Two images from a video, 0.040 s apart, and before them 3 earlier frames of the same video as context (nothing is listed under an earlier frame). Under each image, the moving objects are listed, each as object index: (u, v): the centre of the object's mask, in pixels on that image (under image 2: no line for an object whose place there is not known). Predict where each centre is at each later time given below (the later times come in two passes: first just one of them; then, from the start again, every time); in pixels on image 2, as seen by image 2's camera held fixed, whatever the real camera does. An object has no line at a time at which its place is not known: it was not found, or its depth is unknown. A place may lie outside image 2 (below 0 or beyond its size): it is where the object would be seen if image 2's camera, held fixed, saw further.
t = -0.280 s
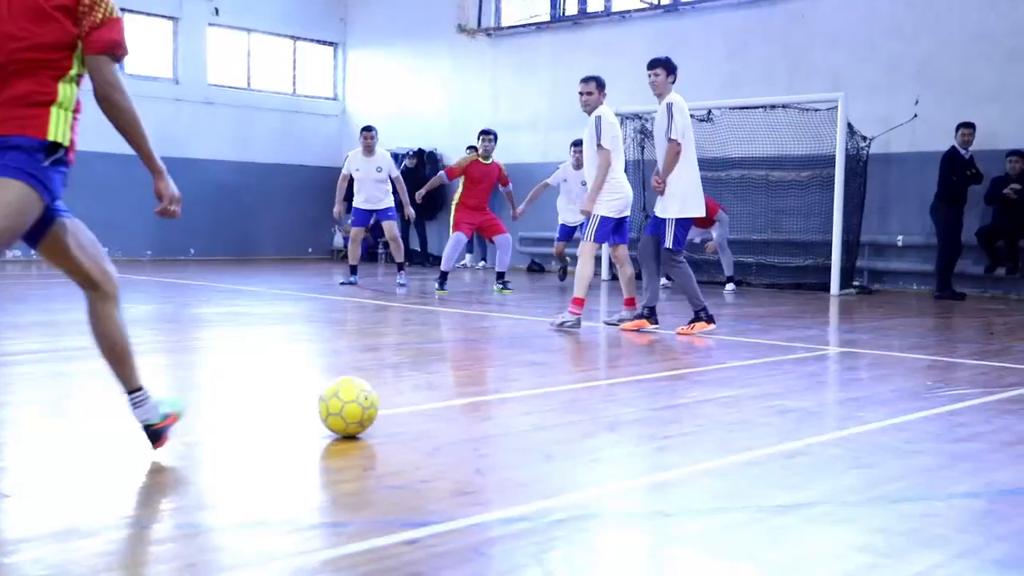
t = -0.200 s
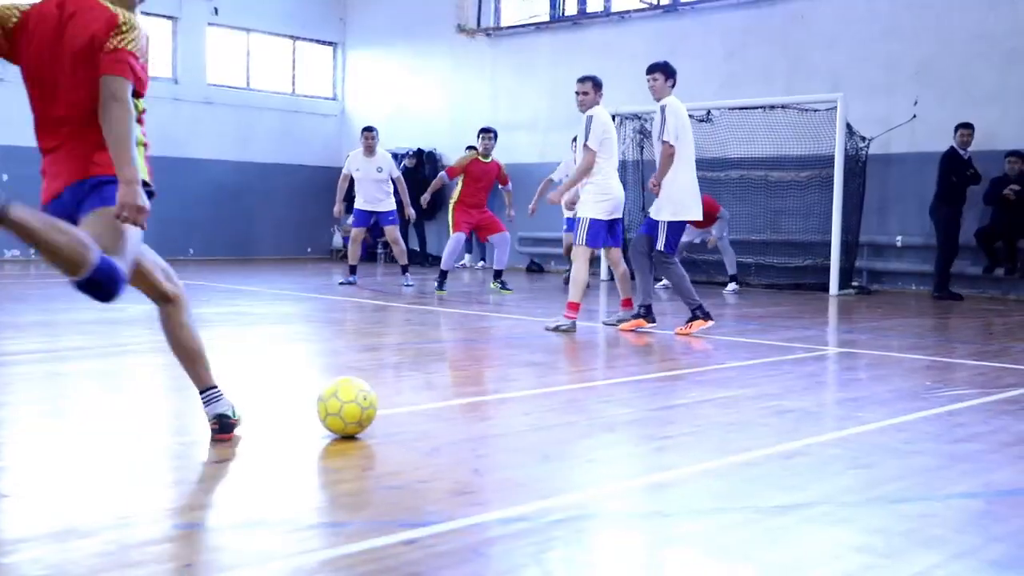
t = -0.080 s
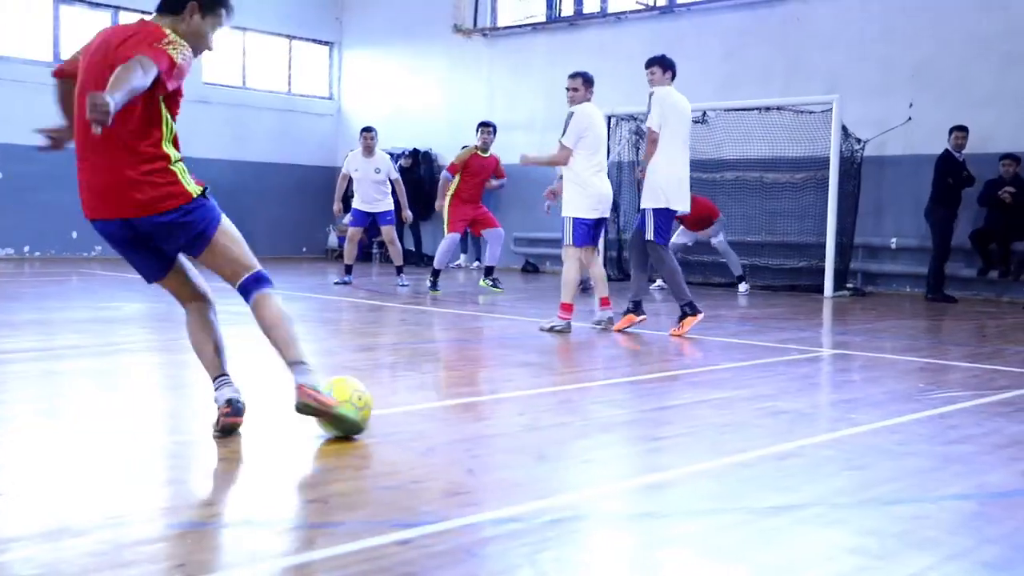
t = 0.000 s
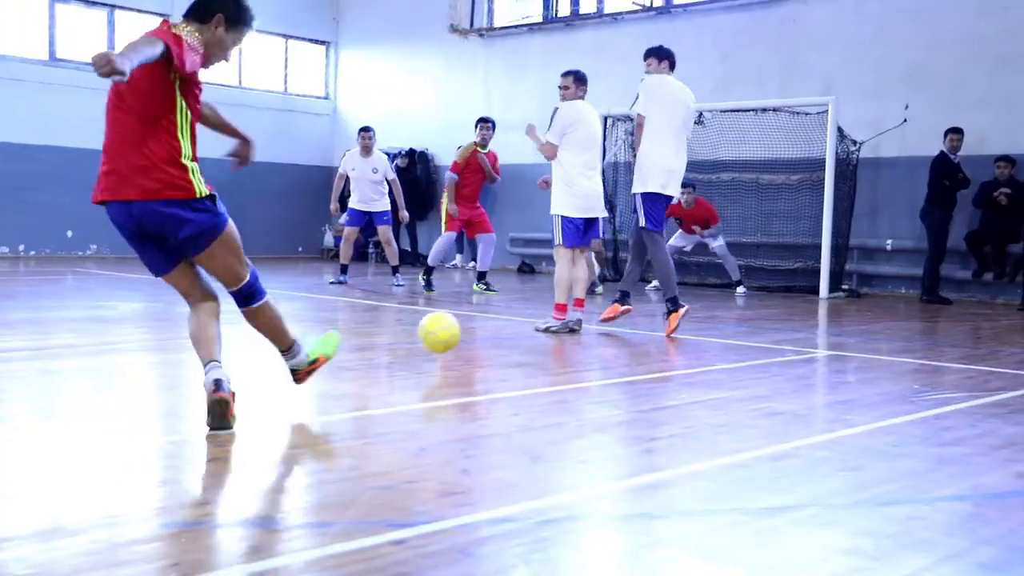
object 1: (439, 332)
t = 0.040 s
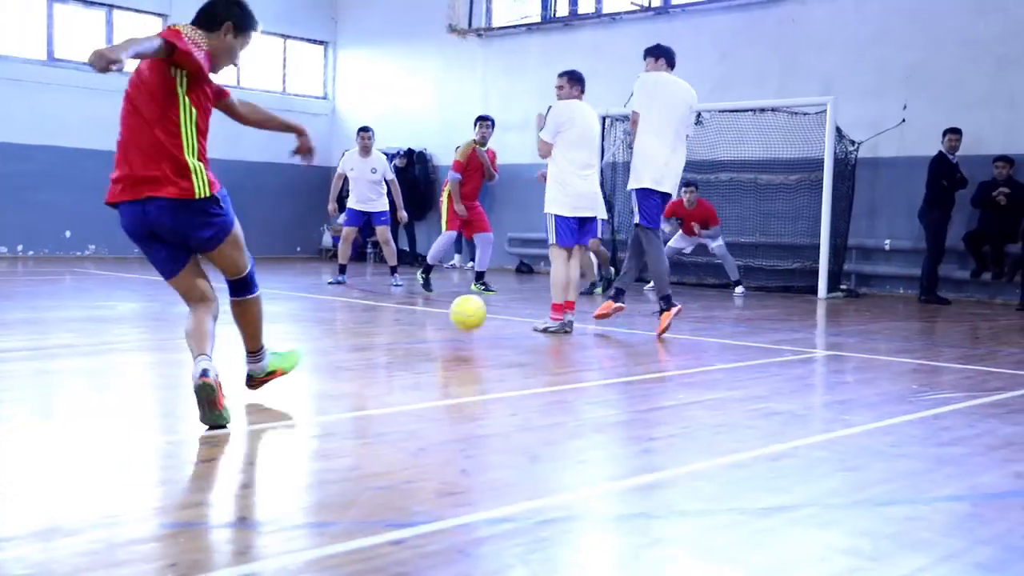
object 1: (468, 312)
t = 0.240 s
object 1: (528, 276)
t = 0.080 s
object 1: (490, 298)
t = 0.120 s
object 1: (506, 288)
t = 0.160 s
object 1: (518, 282)
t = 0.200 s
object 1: (526, 277)
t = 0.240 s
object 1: (528, 276)
